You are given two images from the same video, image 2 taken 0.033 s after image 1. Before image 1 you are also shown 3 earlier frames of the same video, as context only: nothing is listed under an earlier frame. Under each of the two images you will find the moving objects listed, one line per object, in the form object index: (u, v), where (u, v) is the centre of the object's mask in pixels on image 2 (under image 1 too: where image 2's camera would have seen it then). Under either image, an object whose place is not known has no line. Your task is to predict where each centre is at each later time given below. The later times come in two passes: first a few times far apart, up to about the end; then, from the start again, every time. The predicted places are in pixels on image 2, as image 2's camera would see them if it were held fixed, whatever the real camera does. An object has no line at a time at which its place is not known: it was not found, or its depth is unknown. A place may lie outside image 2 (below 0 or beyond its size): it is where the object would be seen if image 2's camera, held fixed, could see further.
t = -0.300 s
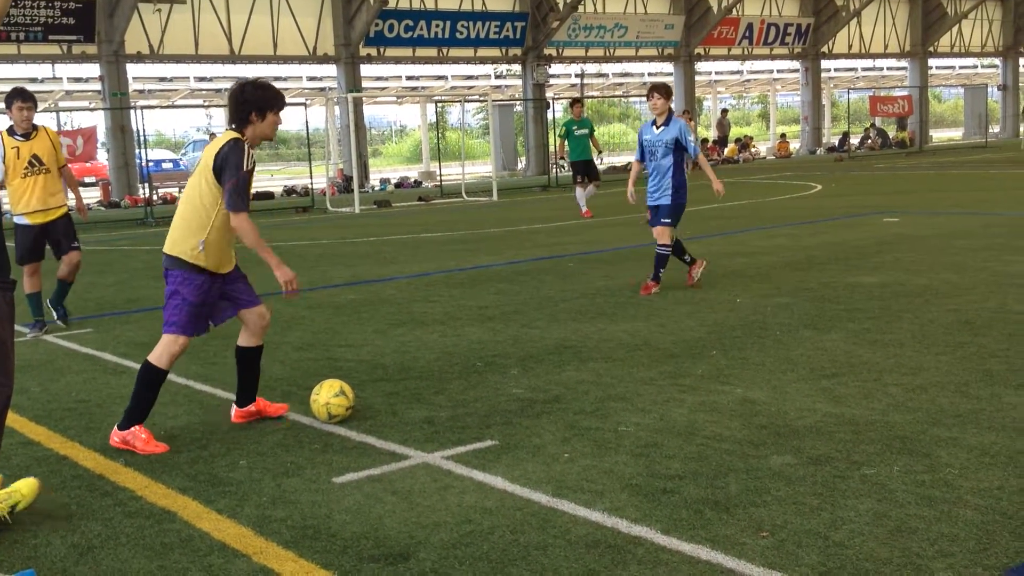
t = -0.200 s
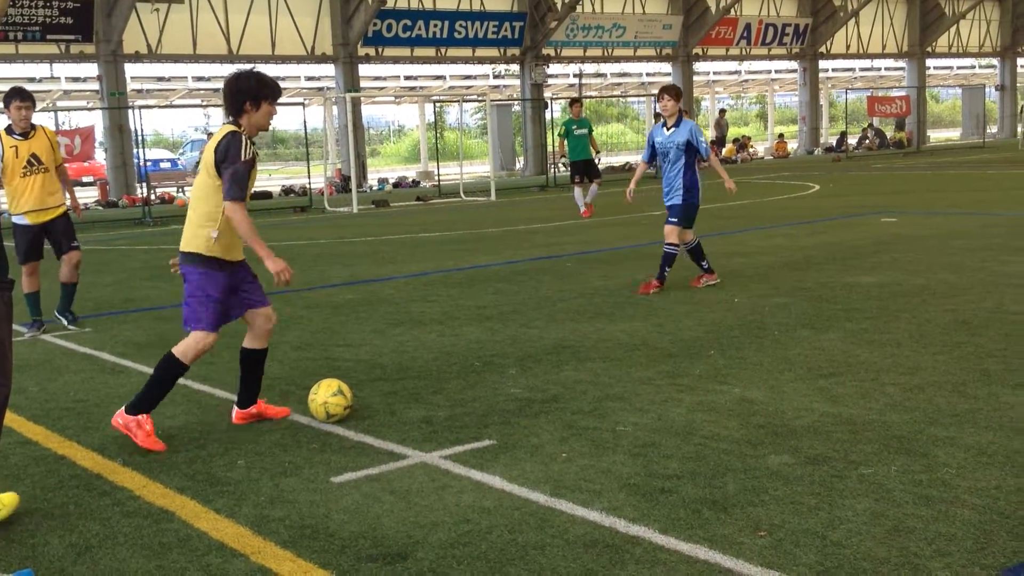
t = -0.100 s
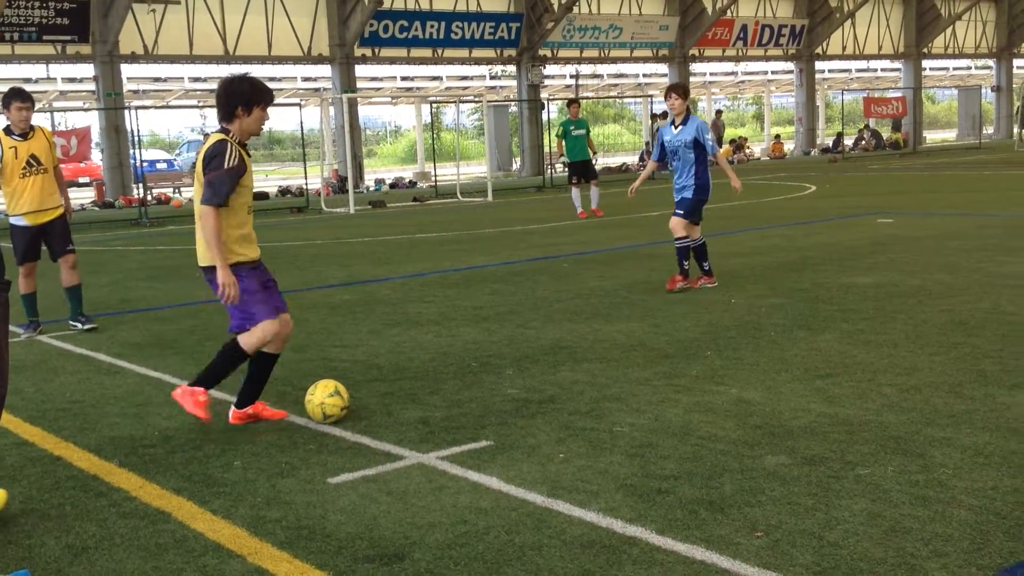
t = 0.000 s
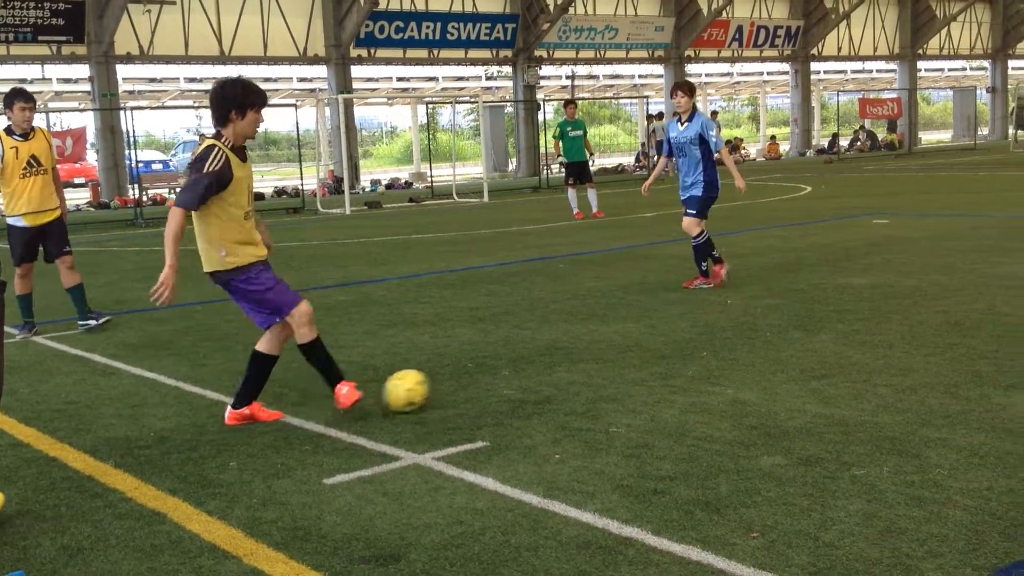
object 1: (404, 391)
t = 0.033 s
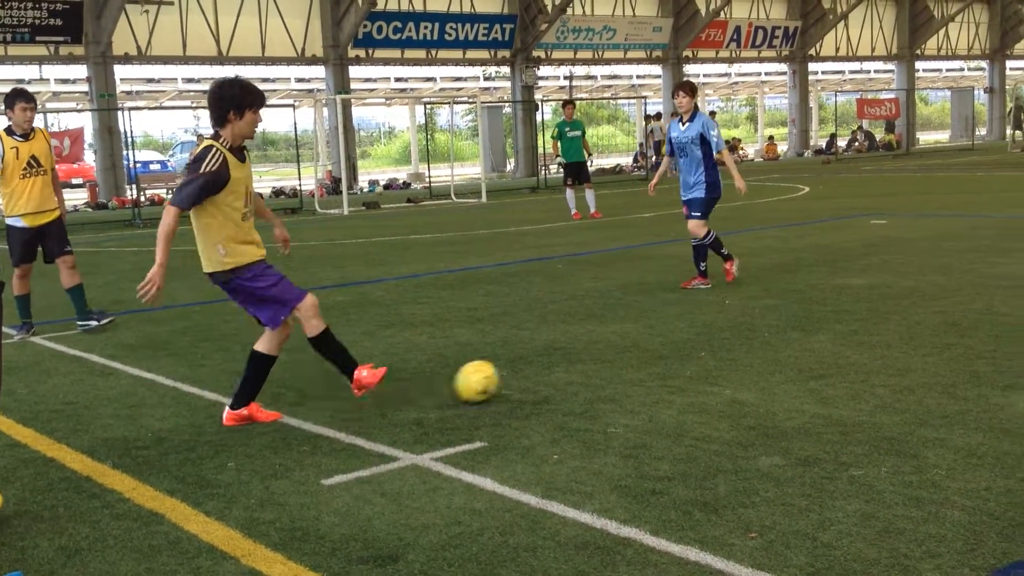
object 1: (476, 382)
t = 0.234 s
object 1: (828, 338)
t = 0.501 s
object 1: (1152, 299)
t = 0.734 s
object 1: (1354, 276)
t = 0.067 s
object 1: (545, 373)
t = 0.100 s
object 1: (608, 364)
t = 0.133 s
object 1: (667, 356)
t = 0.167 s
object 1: (724, 350)
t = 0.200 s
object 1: (778, 344)
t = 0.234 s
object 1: (828, 338)
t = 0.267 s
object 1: (877, 333)
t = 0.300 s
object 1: (922, 327)
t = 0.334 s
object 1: (964, 322)
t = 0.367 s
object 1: (1006, 317)
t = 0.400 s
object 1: (1045, 311)
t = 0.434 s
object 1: (1084, 307)
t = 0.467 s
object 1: (1120, 304)
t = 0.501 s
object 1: (1152, 299)
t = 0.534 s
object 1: (1186, 294)
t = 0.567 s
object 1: (1219, 292)
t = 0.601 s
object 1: (1248, 288)
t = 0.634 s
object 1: (1276, 283)
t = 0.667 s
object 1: (1303, 281)
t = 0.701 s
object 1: (1330, 280)
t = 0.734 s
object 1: (1354, 276)
